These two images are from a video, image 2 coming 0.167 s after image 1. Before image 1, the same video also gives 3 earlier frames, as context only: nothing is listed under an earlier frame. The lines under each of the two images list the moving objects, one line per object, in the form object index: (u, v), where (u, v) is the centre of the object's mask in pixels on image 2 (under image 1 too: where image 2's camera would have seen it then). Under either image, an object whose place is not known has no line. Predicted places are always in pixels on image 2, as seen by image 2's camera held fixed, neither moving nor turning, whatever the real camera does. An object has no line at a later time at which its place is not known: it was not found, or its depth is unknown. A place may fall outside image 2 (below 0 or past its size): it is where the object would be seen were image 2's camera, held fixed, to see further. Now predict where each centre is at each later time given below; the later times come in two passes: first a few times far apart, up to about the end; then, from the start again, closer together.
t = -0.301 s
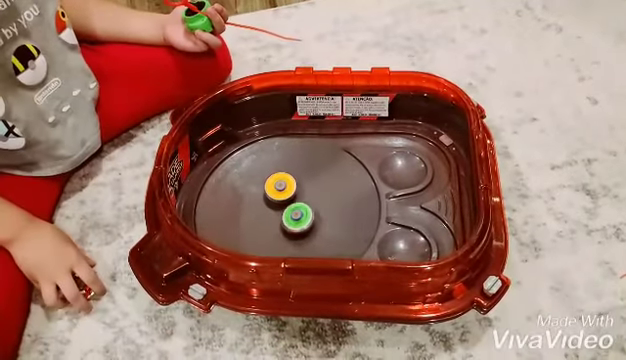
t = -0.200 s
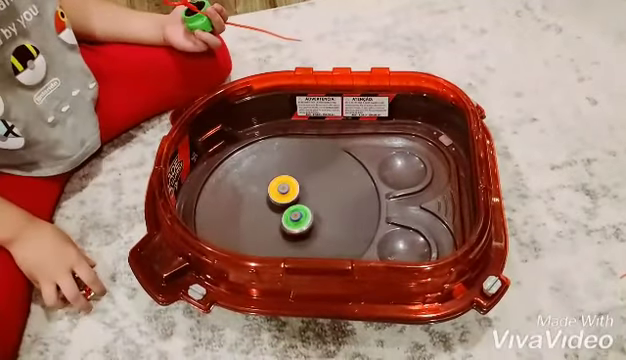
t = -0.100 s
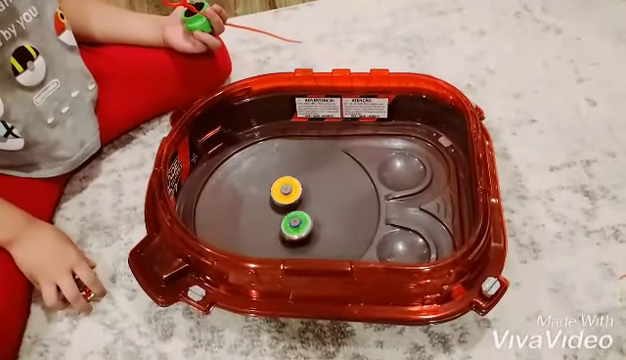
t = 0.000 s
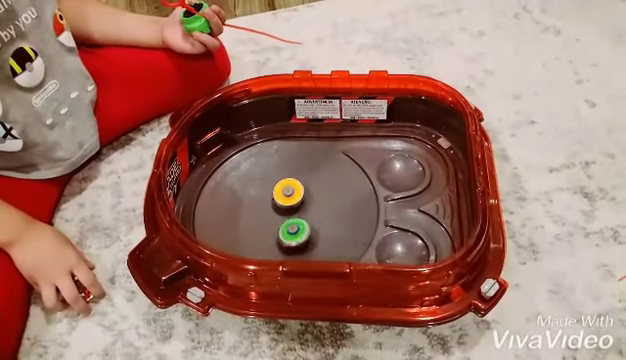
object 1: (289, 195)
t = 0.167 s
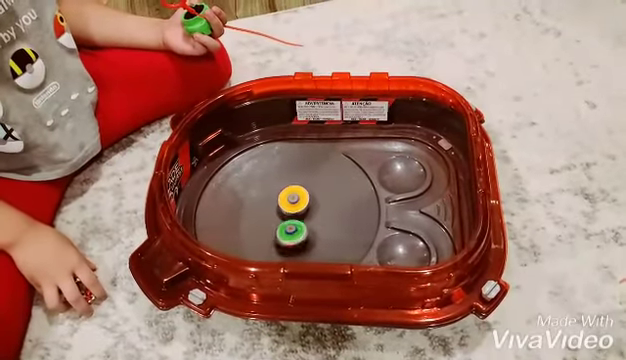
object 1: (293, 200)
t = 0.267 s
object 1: (297, 199)
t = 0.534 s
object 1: (301, 197)
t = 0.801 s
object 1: (304, 199)
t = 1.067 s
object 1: (305, 200)
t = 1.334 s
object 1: (307, 198)
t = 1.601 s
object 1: (302, 200)
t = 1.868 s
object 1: (303, 196)
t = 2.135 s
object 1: (298, 196)
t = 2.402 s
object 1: (295, 196)
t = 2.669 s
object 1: (292, 197)
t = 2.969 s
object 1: (298, 188)
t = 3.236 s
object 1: (295, 189)
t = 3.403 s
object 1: (293, 192)
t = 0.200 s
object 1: (294, 201)
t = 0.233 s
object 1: (294, 202)
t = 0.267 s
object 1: (297, 199)
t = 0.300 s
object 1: (298, 197)
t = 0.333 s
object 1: (299, 196)
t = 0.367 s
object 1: (300, 195)
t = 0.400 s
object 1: (301, 195)
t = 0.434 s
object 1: (301, 196)
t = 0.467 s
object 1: (301, 196)
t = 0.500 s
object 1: (302, 197)
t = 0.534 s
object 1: (301, 197)
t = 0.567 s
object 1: (301, 198)
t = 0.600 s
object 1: (301, 198)
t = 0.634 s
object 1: (302, 199)
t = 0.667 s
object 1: (303, 198)
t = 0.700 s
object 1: (304, 198)
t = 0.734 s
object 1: (304, 198)
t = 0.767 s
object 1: (304, 199)
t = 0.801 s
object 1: (304, 199)
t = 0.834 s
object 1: (306, 198)
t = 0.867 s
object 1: (306, 198)
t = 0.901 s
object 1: (306, 198)
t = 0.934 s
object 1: (306, 198)
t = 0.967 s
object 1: (306, 199)
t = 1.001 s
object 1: (305, 200)
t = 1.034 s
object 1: (305, 200)
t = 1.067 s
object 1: (305, 200)
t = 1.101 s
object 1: (308, 198)
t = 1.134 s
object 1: (309, 197)
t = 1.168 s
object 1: (309, 197)
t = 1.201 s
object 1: (309, 197)
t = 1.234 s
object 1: (309, 198)
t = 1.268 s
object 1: (308, 198)
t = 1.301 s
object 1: (307, 198)
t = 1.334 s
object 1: (307, 198)
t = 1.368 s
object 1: (306, 199)
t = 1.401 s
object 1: (305, 199)
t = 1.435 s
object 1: (304, 199)
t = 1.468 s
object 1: (303, 200)
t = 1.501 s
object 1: (302, 201)
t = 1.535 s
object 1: (301, 201)
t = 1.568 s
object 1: (301, 201)
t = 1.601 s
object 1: (302, 200)
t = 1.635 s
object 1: (302, 199)
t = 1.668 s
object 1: (302, 199)
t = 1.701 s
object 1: (301, 199)
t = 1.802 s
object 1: (301, 197)
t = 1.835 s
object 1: (303, 196)
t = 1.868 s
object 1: (303, 196)
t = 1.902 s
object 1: (303, 196)
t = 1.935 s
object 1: (302, 196)
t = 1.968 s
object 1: (302, 196)
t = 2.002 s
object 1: (301, 196)
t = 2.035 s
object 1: (300, 196)
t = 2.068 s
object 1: (300, 195)
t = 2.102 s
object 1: (299, 195)
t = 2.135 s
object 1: (298, 196)
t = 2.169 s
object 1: (298, 196)
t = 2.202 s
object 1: (298, 195)
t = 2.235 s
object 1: (298, 195)
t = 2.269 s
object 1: (297, 195)
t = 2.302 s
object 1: (297, 195)
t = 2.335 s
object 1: (296, 195)
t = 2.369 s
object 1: (296, 196)
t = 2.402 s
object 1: (295, 196)
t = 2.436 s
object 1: (295, 197)
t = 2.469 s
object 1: (294, 197)
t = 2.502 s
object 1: (294, 196)
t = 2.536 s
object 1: (294, 196)
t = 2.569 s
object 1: (294, 196)
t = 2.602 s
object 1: (293, 196)
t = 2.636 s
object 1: (293, 196)
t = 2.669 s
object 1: (292, 197)
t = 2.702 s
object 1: (292, 197)
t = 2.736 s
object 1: (291, 198)
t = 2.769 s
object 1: (293, 195)
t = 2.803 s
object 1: (295, 192)
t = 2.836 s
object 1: (297, 190)
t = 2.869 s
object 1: (298, 189)
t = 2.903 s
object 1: (298, 188)
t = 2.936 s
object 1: (298, 188)
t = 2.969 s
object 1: (298, 188)
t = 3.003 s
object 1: (297, 188)
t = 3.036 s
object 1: (297, 188)
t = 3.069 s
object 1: (296, 188)
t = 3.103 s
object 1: (296, 188)
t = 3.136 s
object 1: (296, 188)
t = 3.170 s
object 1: (295, 188)
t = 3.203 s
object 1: (295, 189)
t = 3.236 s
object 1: (295, 189)
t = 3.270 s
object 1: (294, 189)
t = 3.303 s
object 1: (294, 190)
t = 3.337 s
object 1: (294, 190)
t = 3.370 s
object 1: (294, 191)
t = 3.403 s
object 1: (293, 192)
